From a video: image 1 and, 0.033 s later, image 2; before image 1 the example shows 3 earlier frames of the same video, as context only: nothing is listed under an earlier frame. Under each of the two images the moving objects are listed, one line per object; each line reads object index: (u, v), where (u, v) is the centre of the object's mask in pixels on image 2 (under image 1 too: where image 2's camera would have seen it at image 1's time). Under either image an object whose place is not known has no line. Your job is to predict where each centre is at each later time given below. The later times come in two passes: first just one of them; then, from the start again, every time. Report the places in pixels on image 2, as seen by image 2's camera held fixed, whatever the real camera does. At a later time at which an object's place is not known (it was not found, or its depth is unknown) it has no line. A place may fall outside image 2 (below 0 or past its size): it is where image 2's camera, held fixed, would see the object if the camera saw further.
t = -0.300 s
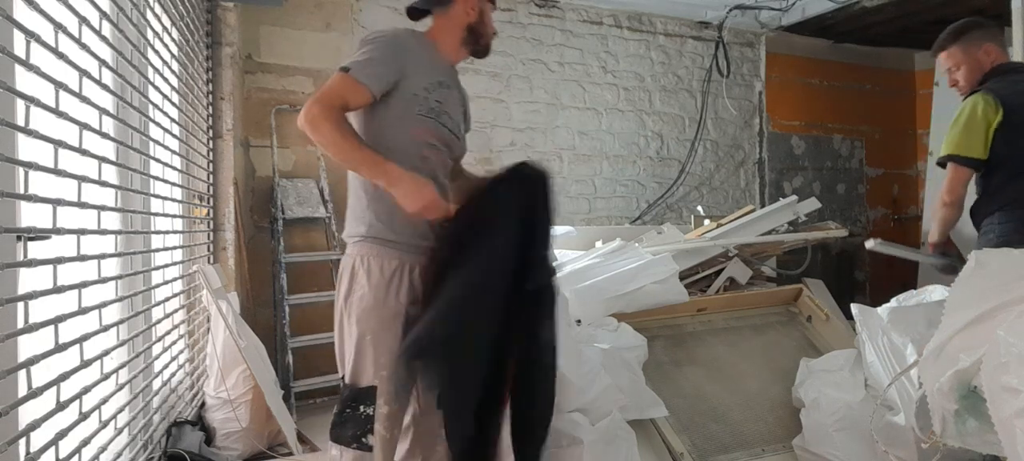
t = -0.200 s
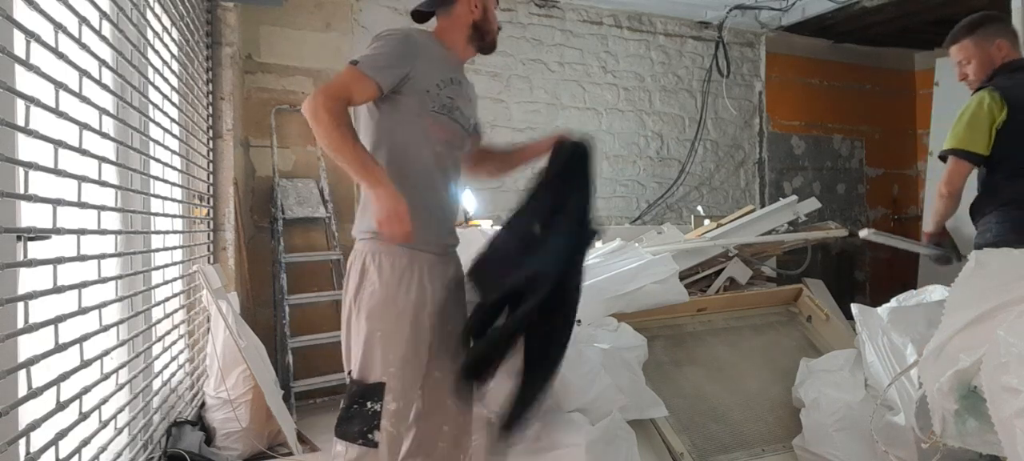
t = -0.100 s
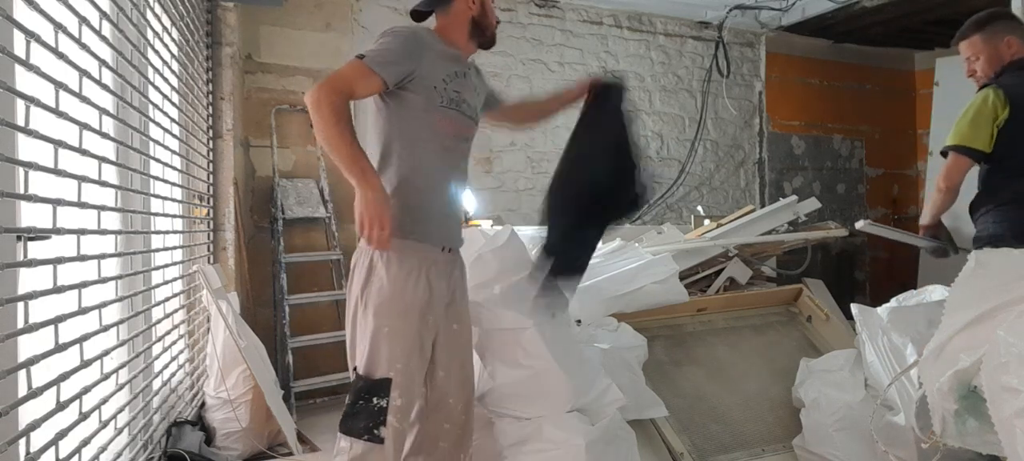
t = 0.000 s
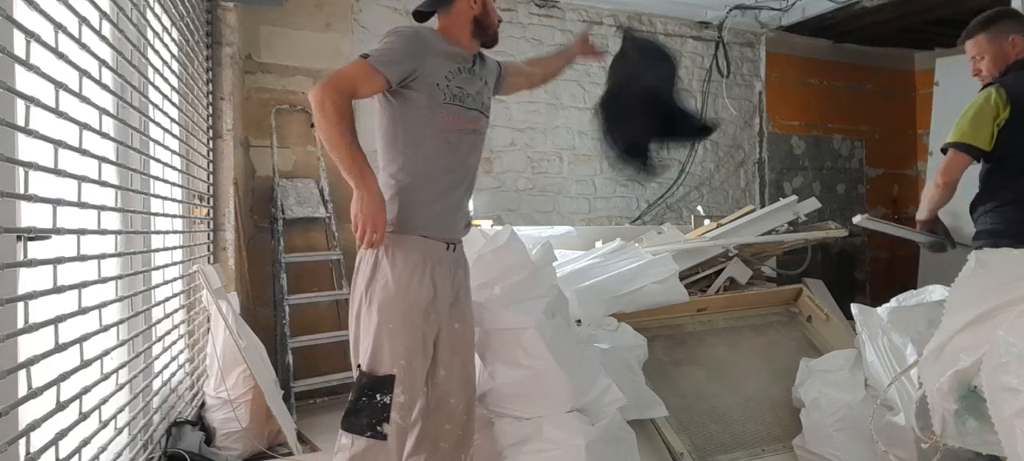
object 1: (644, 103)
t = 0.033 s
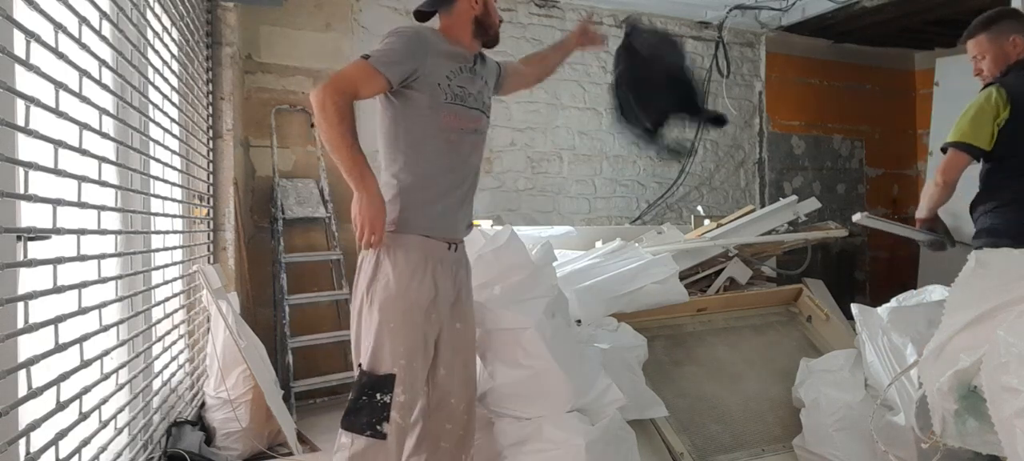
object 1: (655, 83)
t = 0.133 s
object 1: (683, 73)
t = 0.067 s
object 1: (668, 83)
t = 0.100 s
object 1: (675, 77)
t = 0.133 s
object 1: (683, 73)
